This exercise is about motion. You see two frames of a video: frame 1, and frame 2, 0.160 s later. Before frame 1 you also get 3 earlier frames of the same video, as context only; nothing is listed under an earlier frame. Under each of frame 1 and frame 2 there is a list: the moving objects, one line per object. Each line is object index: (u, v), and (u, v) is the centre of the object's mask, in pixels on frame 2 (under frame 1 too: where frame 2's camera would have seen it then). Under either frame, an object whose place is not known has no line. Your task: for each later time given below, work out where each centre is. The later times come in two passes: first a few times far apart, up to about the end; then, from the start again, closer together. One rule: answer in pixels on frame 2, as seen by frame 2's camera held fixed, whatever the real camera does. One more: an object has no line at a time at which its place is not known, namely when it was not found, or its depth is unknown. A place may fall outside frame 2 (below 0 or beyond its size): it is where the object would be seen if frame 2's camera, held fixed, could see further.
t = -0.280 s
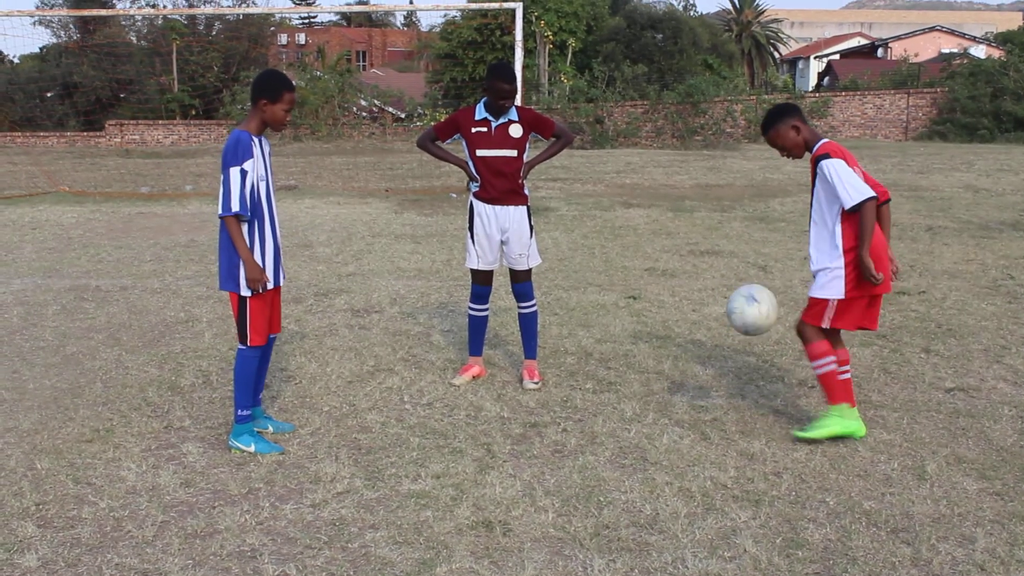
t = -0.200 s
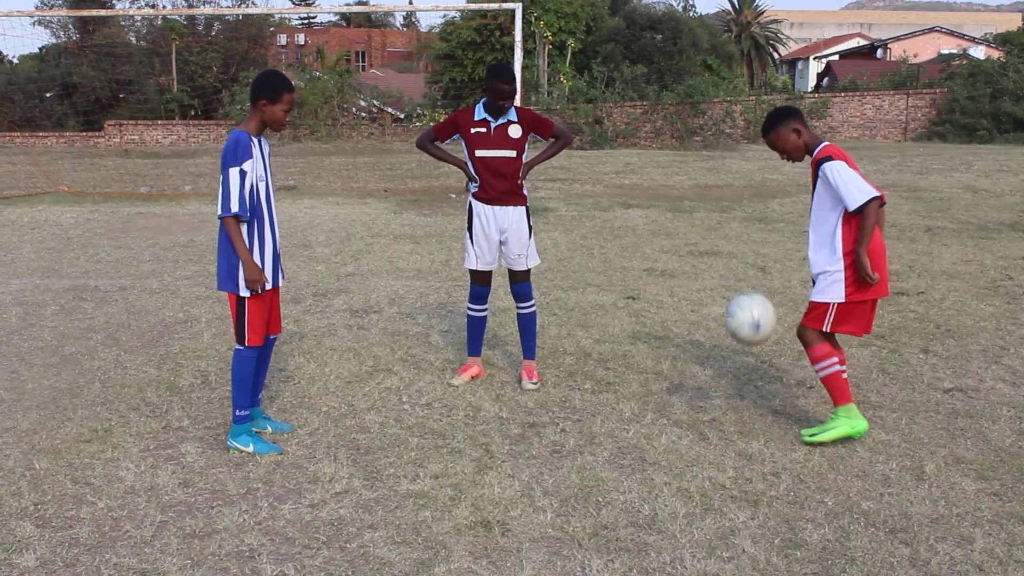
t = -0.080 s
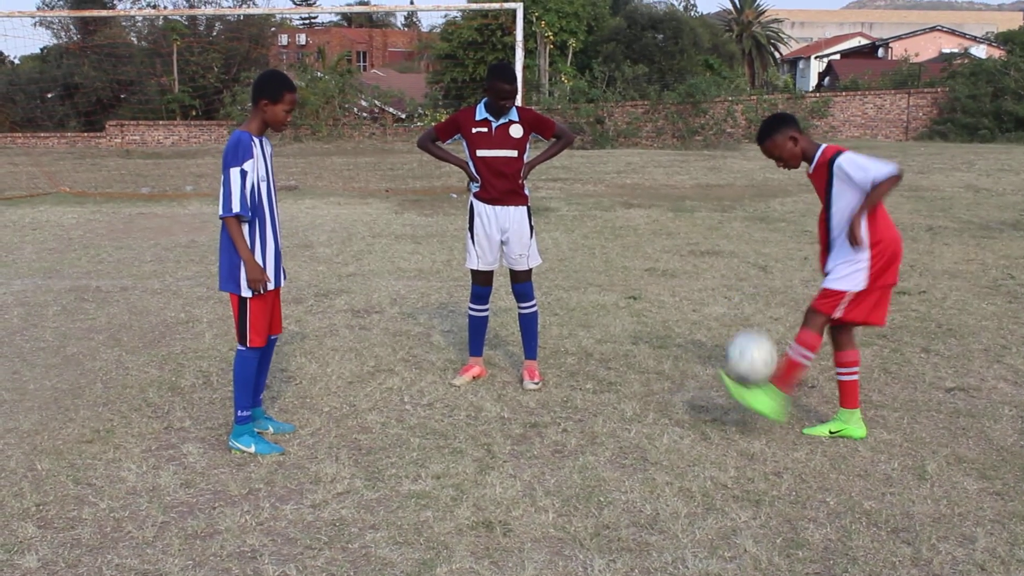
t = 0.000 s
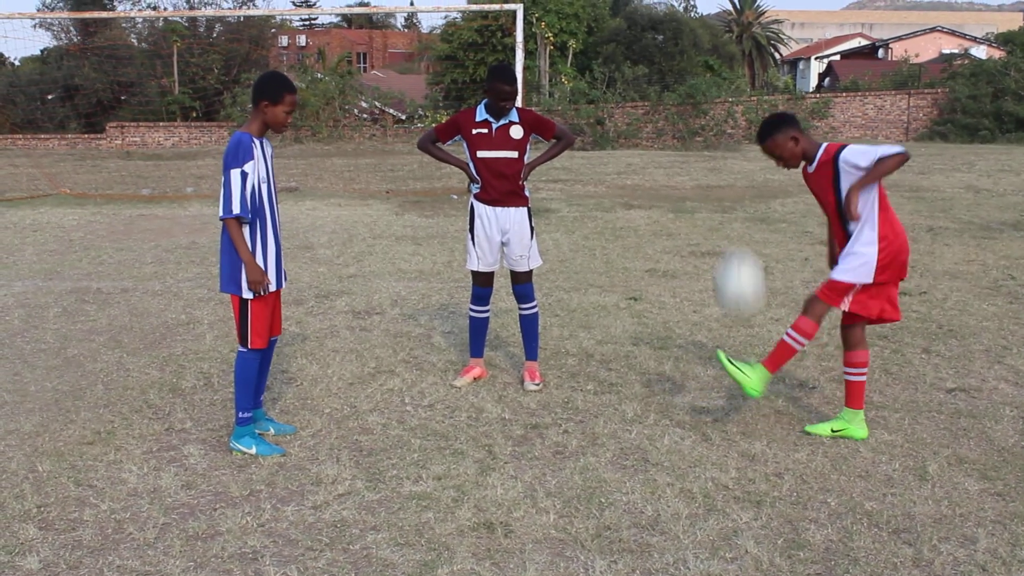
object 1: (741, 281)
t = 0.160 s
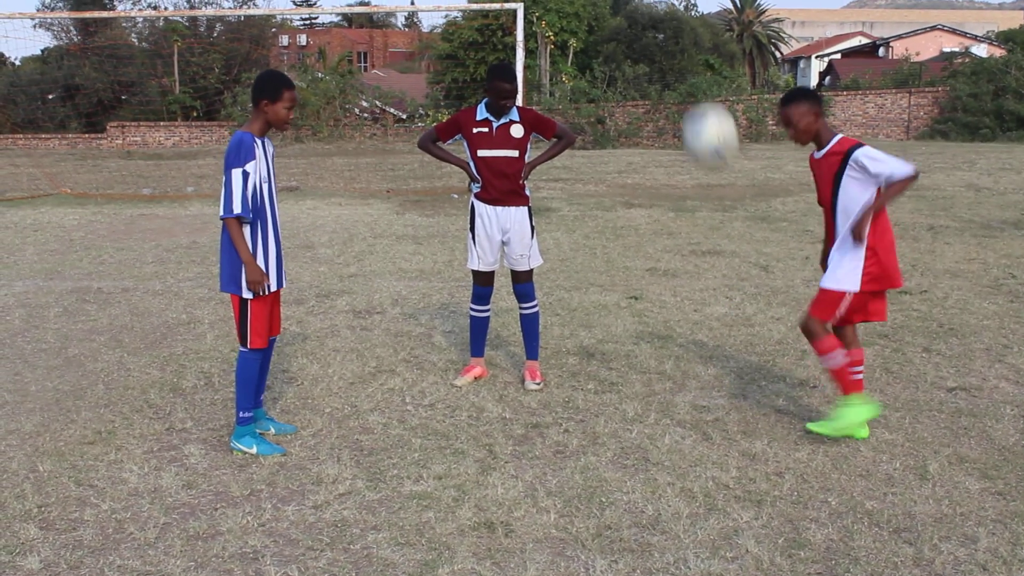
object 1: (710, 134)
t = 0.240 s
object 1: (693, 78)
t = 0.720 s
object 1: (577, 64)
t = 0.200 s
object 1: (702, 105)
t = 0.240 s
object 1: (693, 78)
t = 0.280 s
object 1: (684, 56)
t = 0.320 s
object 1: (676, 37)
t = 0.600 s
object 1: (607, 16)
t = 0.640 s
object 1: (598, 25)
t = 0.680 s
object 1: (587, 41)
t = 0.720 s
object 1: (577, 64)
